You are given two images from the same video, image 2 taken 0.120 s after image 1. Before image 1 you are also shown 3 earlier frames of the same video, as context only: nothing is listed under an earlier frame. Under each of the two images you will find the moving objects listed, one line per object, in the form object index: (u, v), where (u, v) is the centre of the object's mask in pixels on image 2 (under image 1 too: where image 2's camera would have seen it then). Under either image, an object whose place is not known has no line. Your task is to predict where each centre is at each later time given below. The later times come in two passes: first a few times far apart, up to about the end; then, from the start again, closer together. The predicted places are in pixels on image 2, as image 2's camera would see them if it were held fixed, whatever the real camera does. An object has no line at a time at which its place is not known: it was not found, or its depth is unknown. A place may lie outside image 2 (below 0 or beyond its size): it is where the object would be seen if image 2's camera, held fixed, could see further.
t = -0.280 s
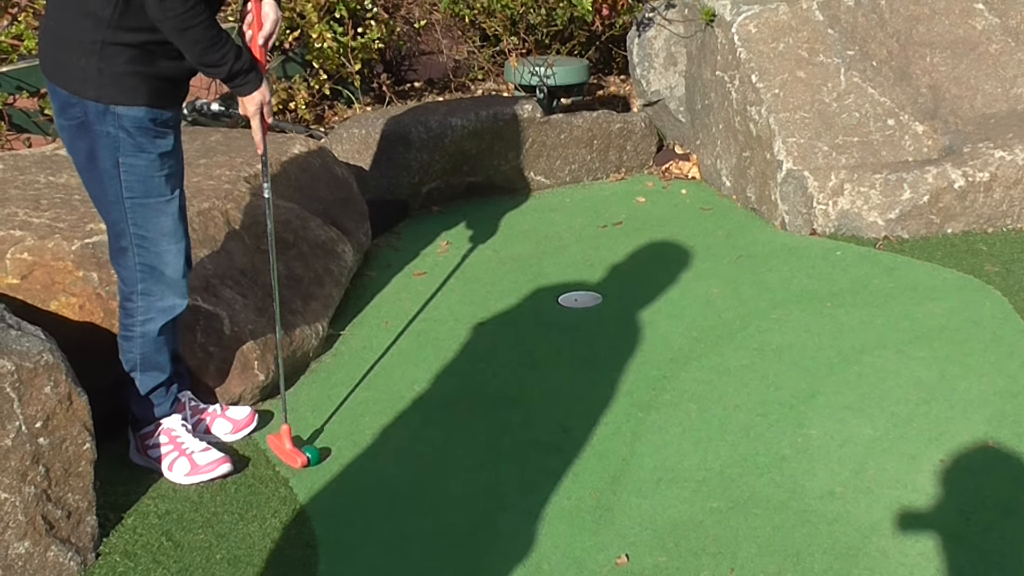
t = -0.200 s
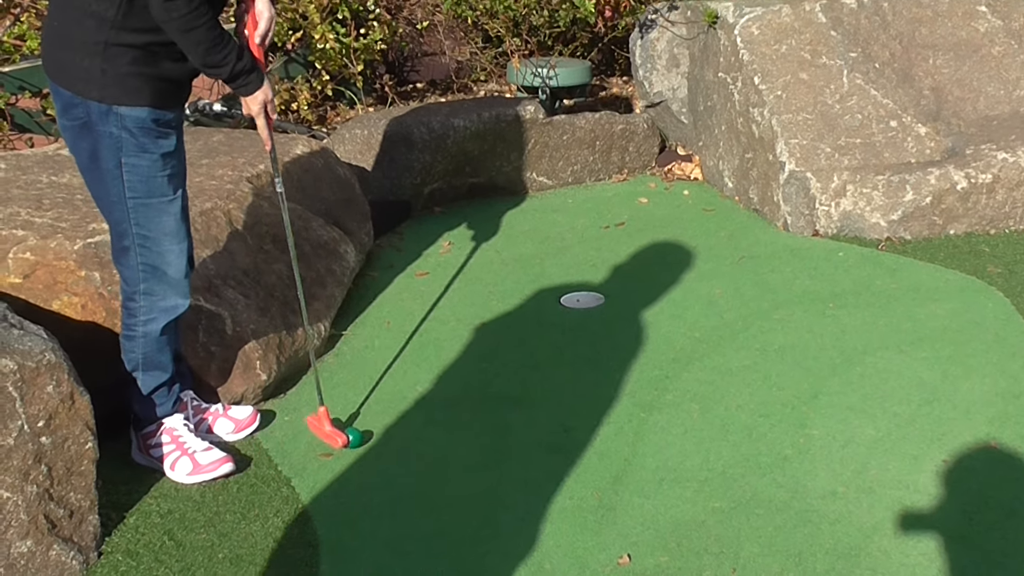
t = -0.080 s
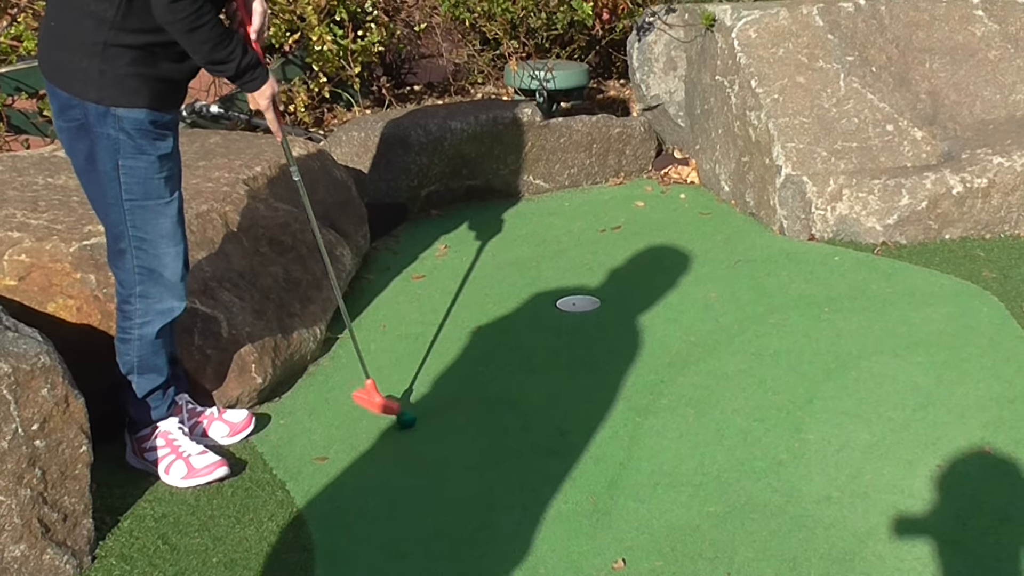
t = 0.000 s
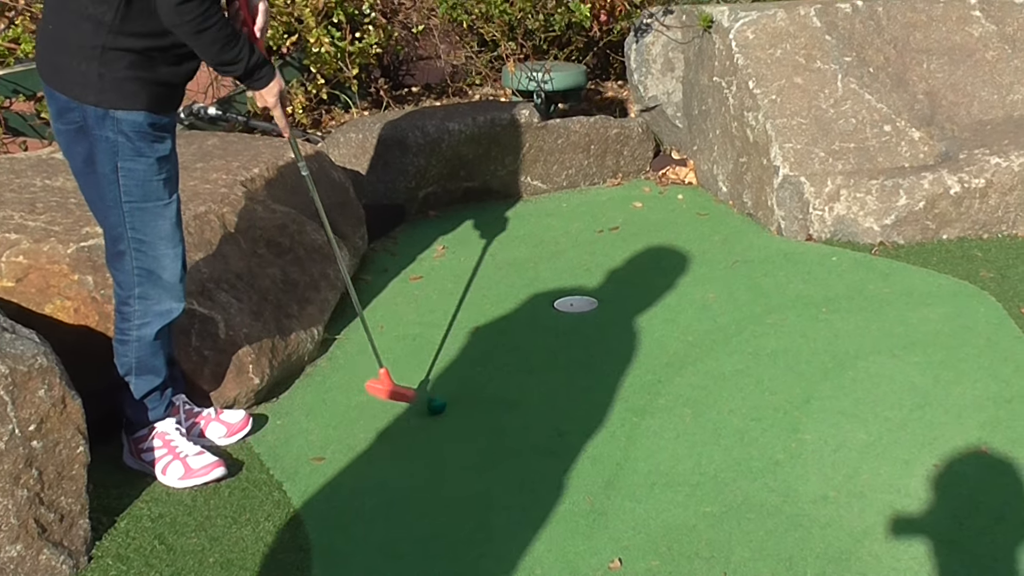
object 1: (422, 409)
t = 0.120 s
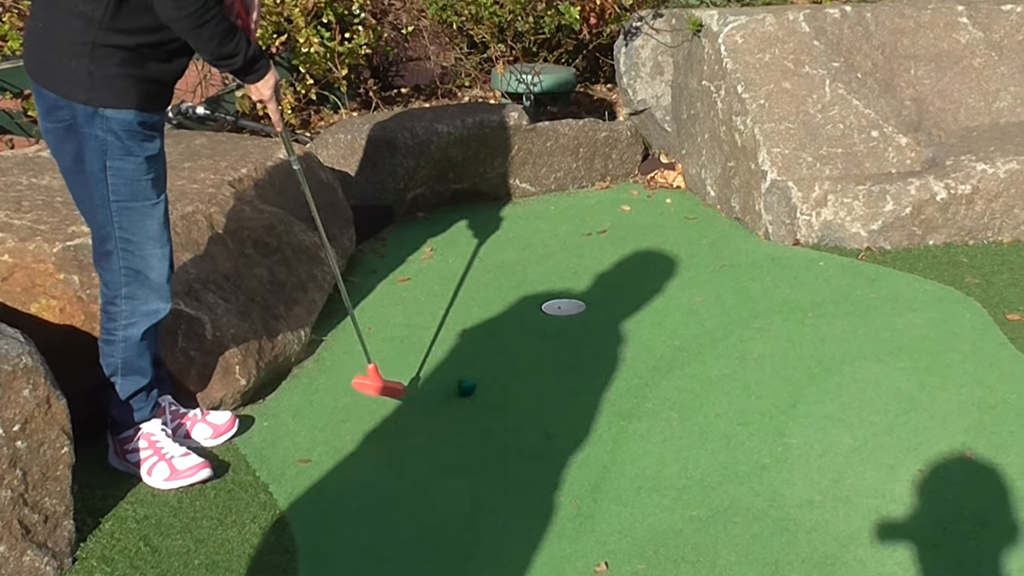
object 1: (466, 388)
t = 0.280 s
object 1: (515, 363)
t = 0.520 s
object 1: (568, 331)
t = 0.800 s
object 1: (612, 299)
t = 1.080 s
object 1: (644, 279)
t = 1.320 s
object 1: (662, 260)
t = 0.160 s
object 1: (479, 382)
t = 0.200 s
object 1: (491, 375)
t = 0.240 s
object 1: (504, 369)
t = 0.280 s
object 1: (515, 363)
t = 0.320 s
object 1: (524, 358)
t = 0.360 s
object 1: (535, 351)
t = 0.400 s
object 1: (544, 346)
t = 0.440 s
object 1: (552, 340)
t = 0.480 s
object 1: (560, 335)
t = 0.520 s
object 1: (568, 331)
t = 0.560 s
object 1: (576, 325)
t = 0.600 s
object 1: (582, 319)
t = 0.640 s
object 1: (589, 316)
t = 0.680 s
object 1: (595, 311)
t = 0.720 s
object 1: (601, 307)
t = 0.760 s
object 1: (606, 303)
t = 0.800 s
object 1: (612, 299)
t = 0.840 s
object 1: (617, 296)
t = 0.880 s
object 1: (622, 293)
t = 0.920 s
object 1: (627, 290)
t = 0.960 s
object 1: (631, 287)
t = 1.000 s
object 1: (635, 284)
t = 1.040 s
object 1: (640, 281)
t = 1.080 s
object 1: (644, 279)
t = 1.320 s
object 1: (662, 260)
